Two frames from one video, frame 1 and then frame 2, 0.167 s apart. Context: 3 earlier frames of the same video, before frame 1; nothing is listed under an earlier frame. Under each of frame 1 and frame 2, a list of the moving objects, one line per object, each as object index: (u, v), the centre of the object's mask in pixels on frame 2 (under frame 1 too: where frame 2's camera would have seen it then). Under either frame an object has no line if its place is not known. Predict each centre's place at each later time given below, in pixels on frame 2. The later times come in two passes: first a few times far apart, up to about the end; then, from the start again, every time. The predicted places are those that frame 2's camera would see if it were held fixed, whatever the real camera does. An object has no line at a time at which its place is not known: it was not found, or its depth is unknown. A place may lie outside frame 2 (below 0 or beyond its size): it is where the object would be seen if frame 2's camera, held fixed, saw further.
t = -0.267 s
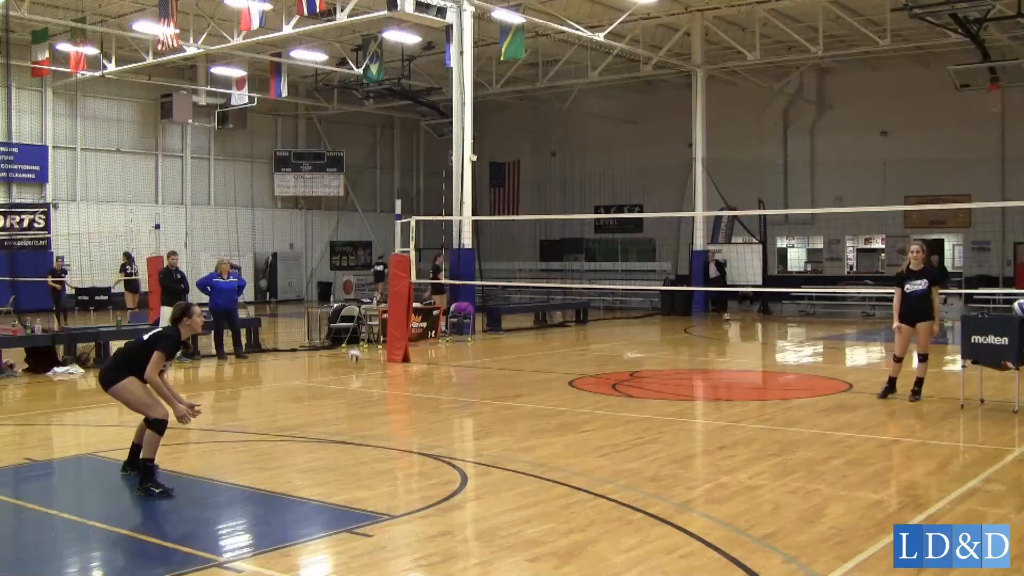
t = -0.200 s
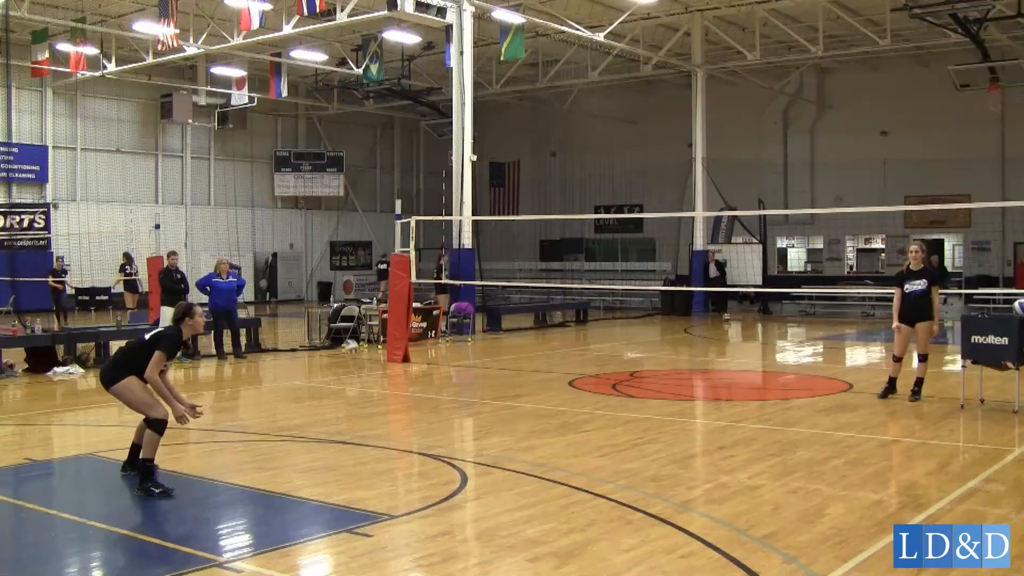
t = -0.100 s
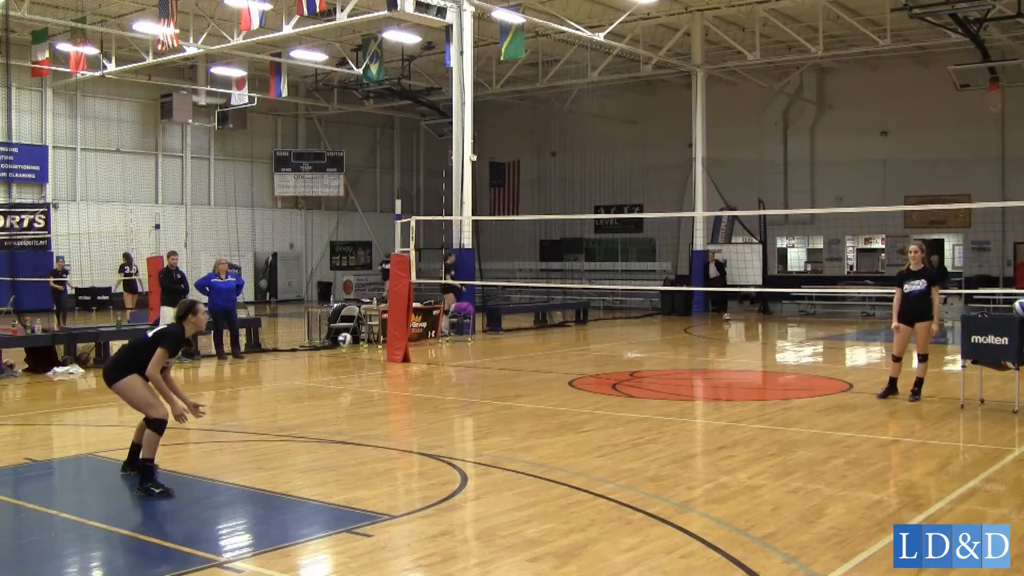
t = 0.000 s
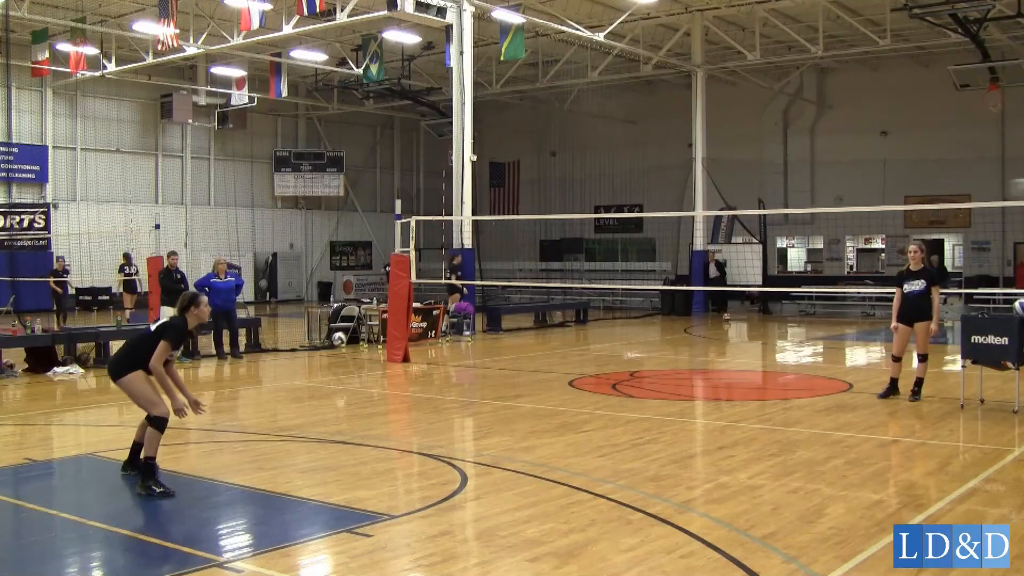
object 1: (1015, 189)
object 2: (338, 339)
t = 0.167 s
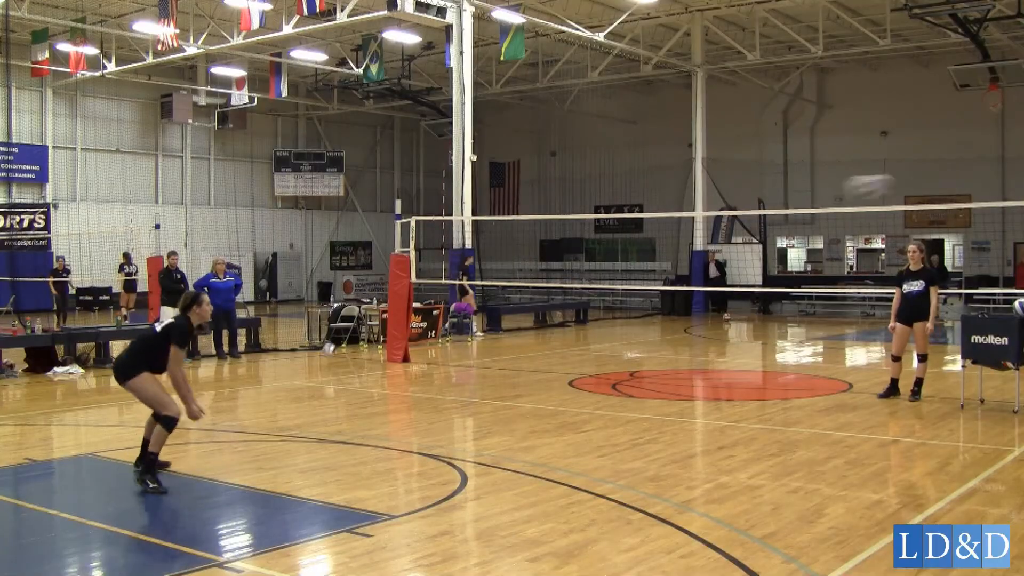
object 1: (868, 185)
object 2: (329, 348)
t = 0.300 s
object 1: (728, 204)
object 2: (320, 356)
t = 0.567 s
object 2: (306, 350)
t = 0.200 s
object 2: (326, 353)
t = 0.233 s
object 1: (800, 192)
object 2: (324, 359)
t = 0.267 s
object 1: (763, 198)
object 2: (323, 361)
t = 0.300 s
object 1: (728, 204)
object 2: (320, 356)
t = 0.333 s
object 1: (686, 219)
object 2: (319, 353)
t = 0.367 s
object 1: (650, 230)
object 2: (317, 350)
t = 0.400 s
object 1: (612, 244)
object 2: (315, 348)
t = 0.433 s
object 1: (572, 257)
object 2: (313, 347)
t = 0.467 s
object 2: (311, 347)
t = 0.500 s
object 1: (483, 298)
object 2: (310, 347)
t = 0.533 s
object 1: (449, 316)
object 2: (308, 348)
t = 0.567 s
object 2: (306, 350)
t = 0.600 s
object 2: (305, 351)
